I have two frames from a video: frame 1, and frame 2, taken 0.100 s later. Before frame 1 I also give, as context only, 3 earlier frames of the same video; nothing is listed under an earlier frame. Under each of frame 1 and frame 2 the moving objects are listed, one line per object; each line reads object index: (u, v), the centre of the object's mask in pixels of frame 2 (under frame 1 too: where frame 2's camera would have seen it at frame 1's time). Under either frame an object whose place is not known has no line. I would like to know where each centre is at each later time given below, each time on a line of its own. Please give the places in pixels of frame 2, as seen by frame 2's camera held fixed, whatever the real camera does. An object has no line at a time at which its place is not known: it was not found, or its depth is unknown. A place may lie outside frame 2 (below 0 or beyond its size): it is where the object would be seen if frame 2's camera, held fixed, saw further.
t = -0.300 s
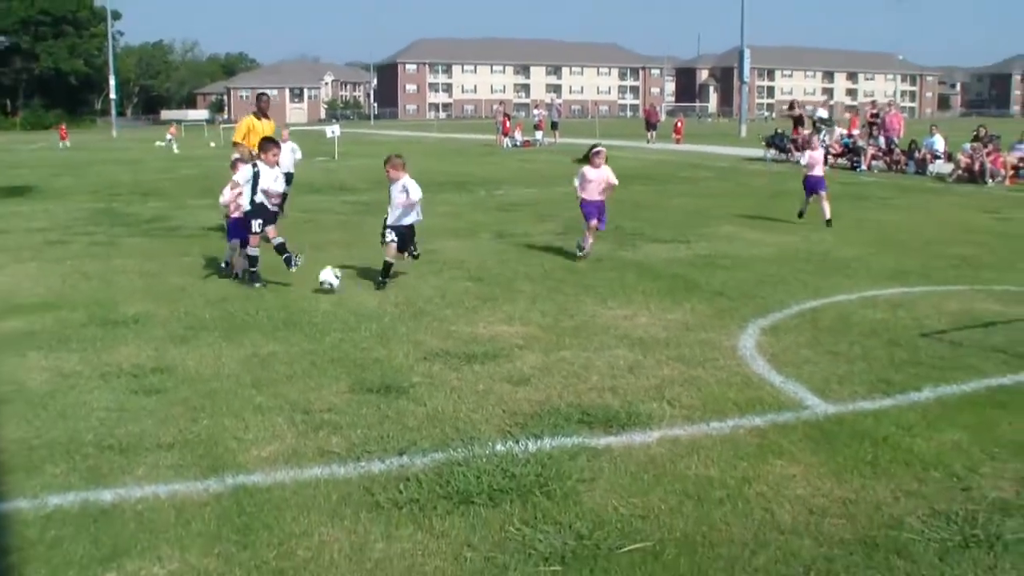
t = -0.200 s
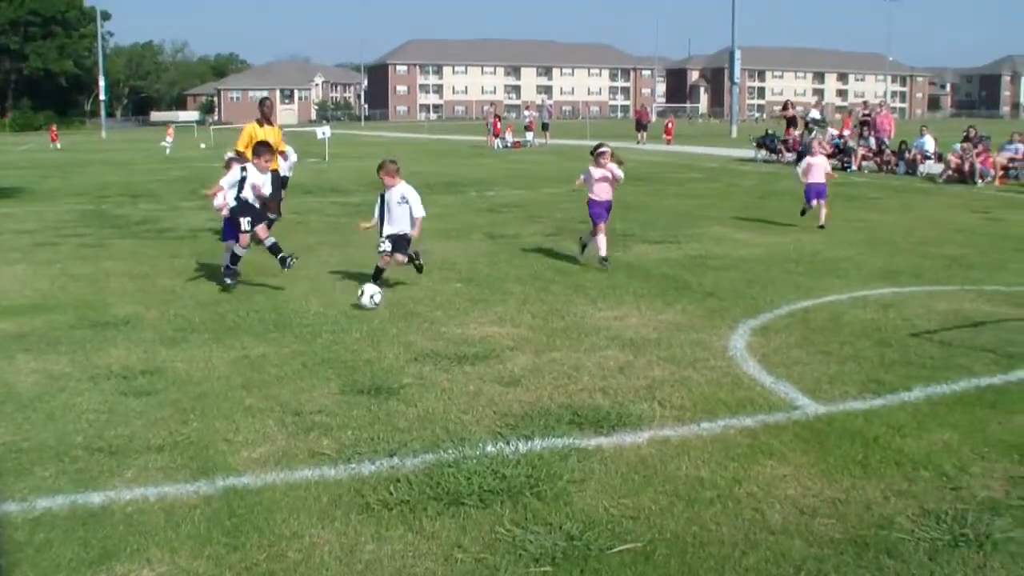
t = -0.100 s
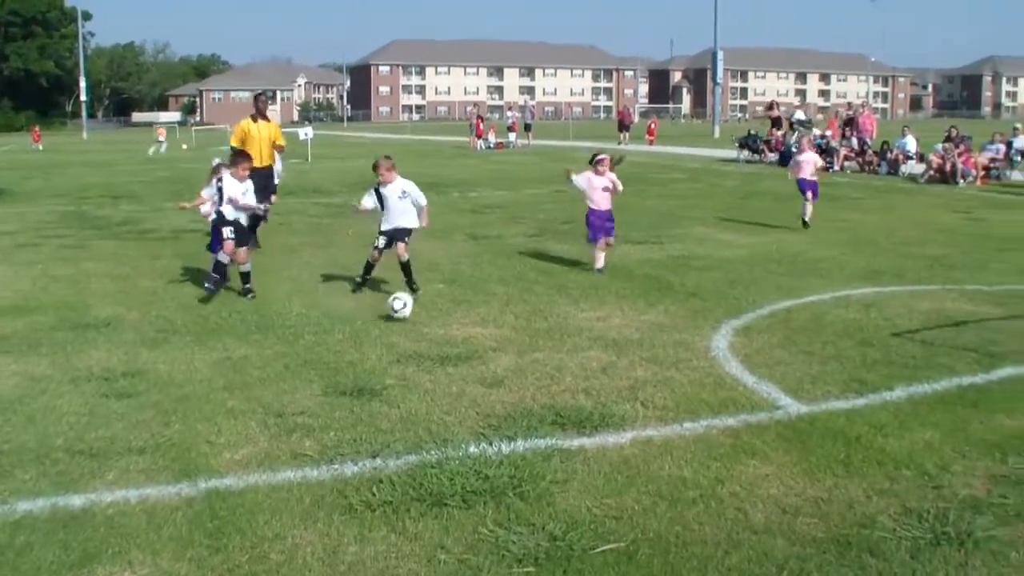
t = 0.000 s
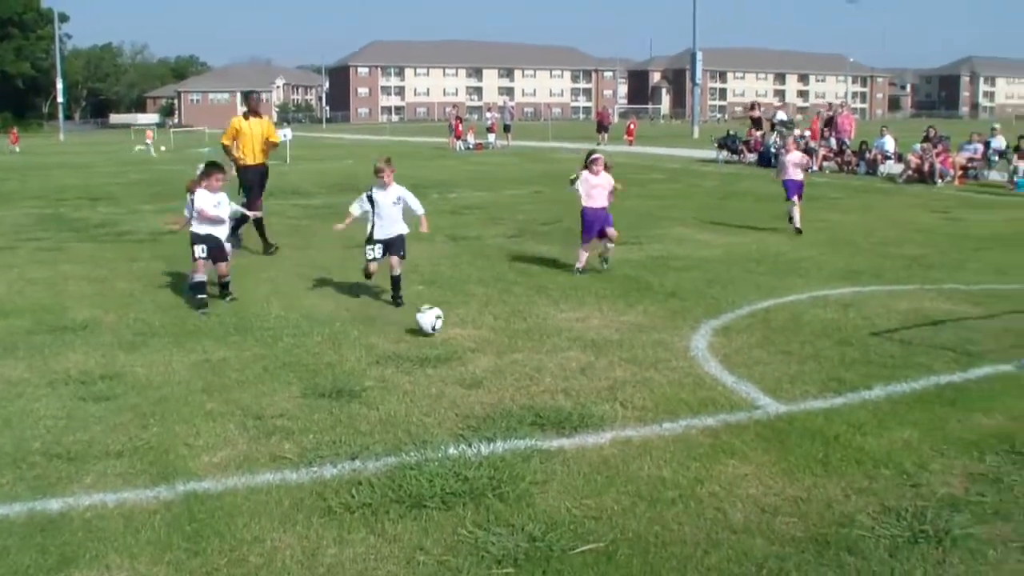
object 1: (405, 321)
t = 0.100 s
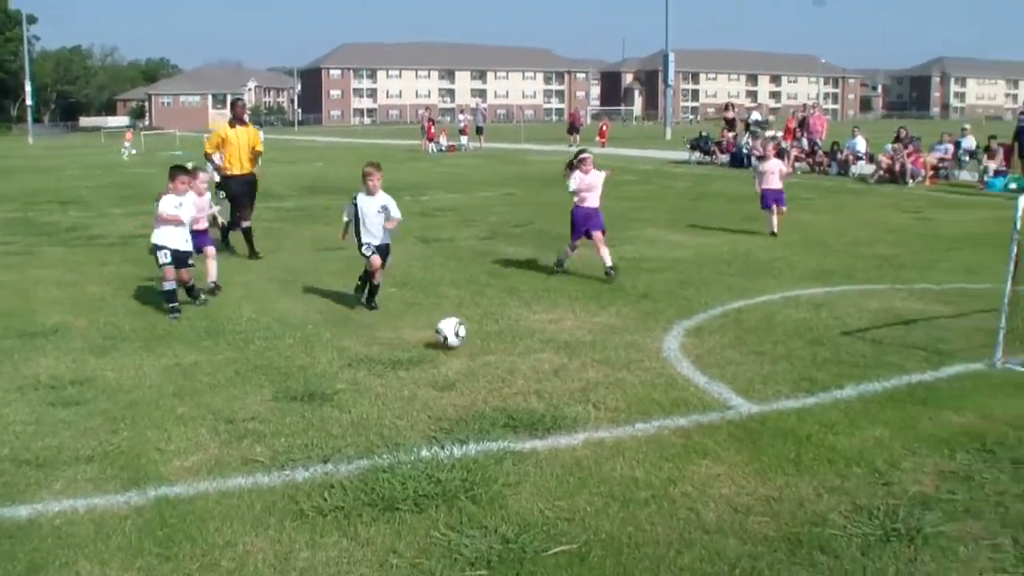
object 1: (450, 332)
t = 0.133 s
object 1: (465, 333)
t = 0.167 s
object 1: (480, 338)
